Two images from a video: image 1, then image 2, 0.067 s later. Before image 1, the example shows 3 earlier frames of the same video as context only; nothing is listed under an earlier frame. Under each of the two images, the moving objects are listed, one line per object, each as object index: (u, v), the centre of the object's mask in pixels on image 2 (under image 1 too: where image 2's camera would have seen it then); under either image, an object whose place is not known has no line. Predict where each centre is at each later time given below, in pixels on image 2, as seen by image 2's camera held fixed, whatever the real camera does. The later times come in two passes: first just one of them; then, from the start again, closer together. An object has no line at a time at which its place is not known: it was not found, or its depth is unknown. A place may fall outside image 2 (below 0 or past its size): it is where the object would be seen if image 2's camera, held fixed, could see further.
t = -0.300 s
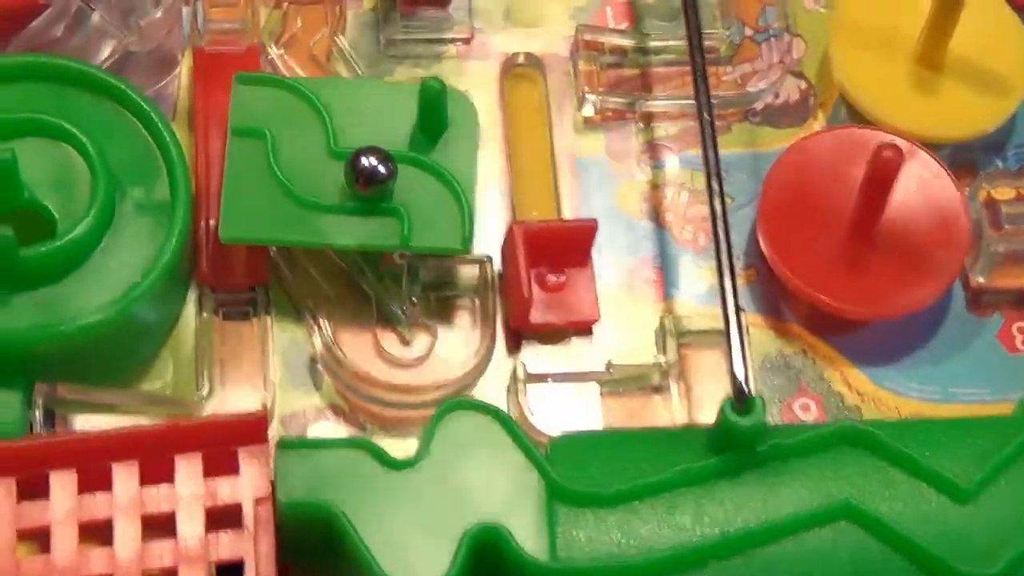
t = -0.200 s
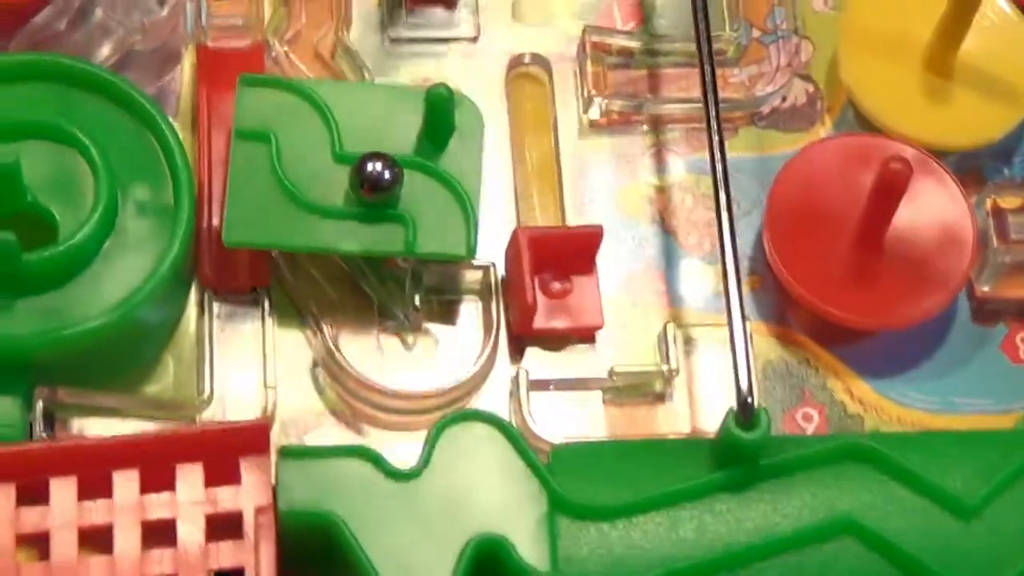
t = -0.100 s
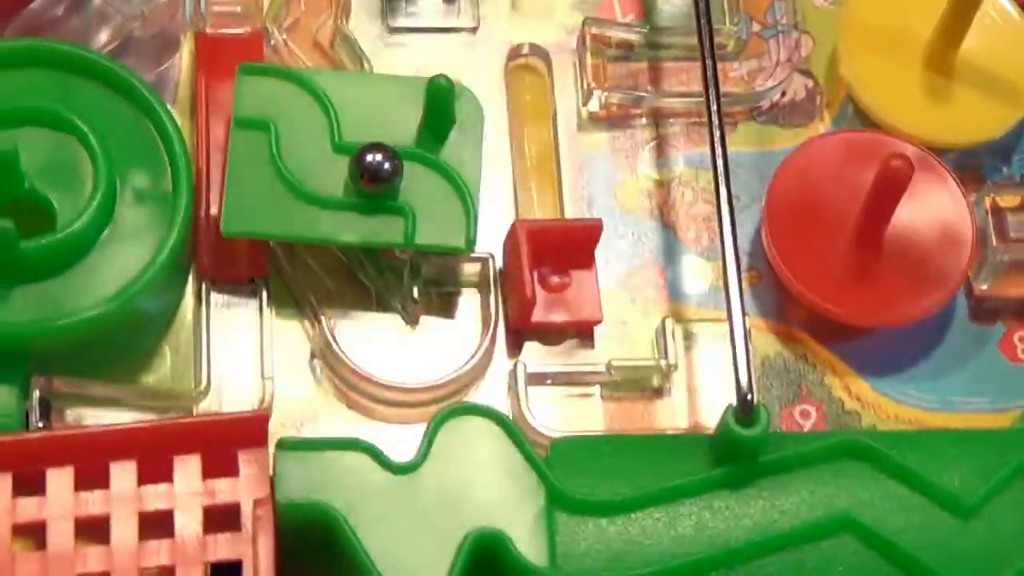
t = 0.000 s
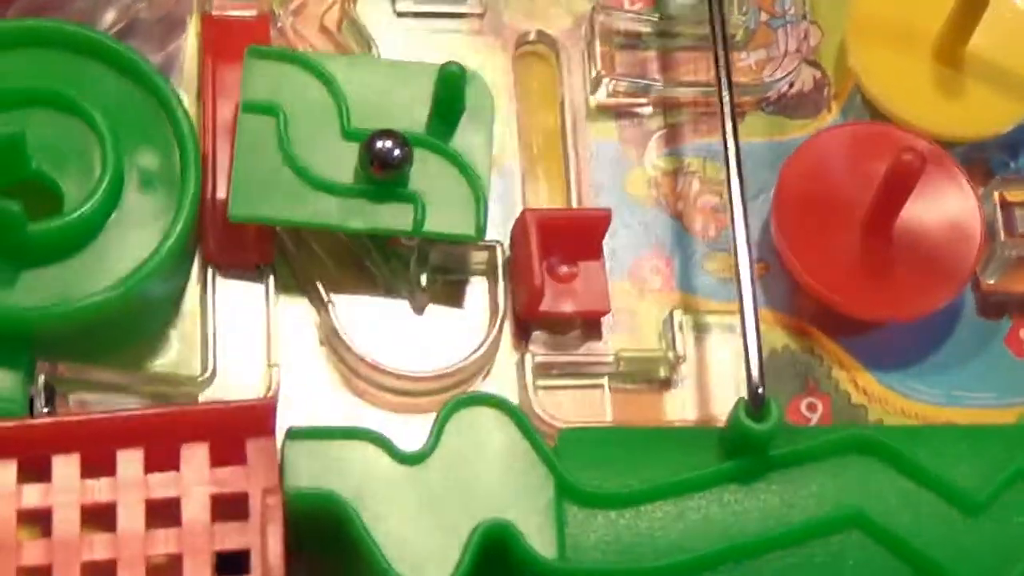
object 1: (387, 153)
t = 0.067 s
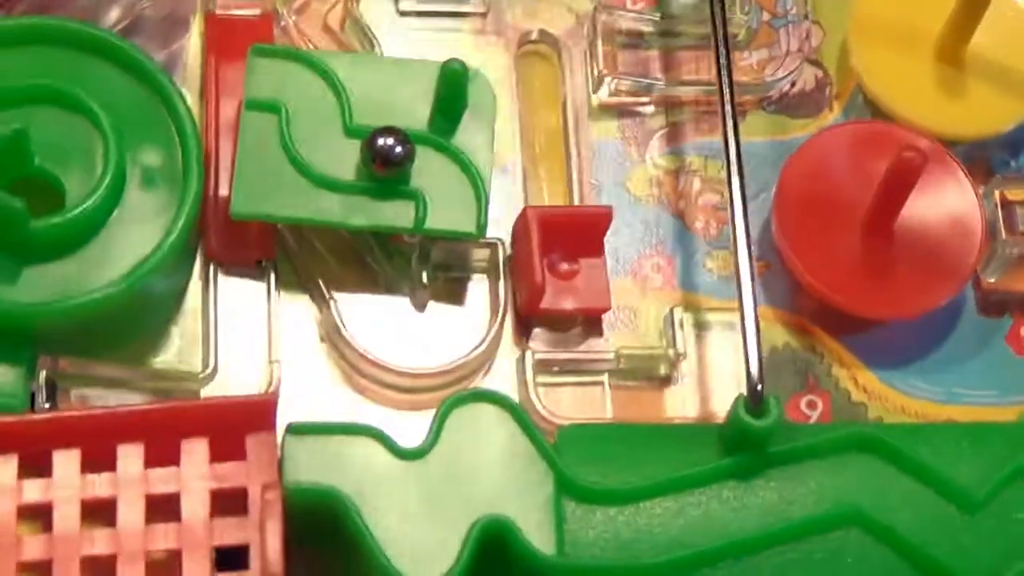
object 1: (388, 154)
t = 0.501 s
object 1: (408, 156)
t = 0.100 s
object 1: (387, 153)
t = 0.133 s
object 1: (386, 153)
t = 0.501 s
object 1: (408, 156)
